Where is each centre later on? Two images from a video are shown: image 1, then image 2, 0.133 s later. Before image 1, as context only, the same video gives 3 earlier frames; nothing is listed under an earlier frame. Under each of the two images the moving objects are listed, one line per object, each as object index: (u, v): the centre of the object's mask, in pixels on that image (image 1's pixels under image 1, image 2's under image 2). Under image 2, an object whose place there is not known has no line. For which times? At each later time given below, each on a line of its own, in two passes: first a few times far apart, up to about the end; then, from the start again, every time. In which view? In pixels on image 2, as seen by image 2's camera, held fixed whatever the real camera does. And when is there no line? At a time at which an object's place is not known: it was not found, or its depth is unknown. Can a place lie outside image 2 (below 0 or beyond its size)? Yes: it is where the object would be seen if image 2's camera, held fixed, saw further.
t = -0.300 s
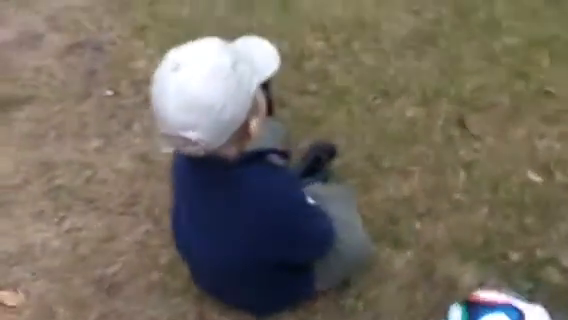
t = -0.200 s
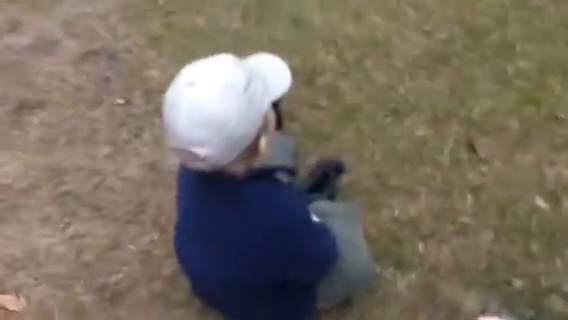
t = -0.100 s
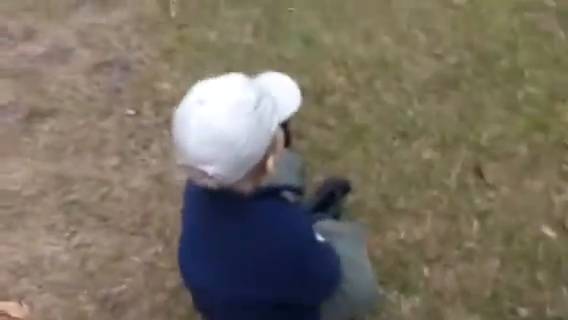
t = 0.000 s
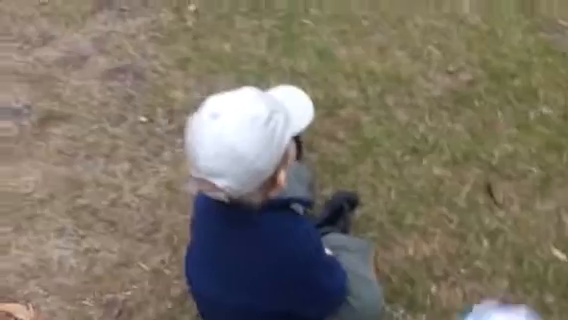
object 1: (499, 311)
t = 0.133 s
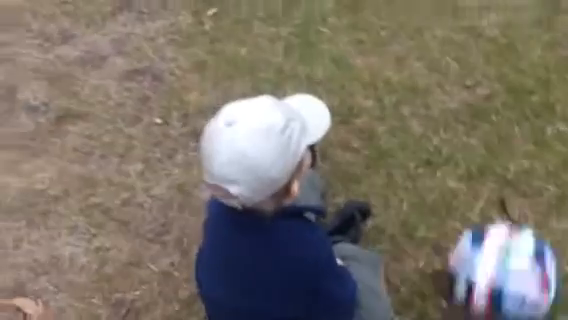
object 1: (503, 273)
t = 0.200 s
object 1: (499, 232)
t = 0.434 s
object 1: (489, 127)
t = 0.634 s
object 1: (488, 68)
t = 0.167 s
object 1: (501, 253)
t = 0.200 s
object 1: (499, 232)
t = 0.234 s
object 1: (497, 214)
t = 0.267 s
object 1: (496, 198)
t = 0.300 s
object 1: (494, 180)
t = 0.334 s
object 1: (492, 166)
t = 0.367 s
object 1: (491, 150)
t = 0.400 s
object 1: (491, 138)
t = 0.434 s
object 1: (489, 127)
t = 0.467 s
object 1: (488, 117)
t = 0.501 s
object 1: (487, 105)
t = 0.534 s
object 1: (486, 96)
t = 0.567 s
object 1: (486, 86)
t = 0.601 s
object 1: (486, 77)
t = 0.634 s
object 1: (488, 68)
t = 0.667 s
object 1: (486, 61)
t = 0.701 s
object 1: (485, 53)
